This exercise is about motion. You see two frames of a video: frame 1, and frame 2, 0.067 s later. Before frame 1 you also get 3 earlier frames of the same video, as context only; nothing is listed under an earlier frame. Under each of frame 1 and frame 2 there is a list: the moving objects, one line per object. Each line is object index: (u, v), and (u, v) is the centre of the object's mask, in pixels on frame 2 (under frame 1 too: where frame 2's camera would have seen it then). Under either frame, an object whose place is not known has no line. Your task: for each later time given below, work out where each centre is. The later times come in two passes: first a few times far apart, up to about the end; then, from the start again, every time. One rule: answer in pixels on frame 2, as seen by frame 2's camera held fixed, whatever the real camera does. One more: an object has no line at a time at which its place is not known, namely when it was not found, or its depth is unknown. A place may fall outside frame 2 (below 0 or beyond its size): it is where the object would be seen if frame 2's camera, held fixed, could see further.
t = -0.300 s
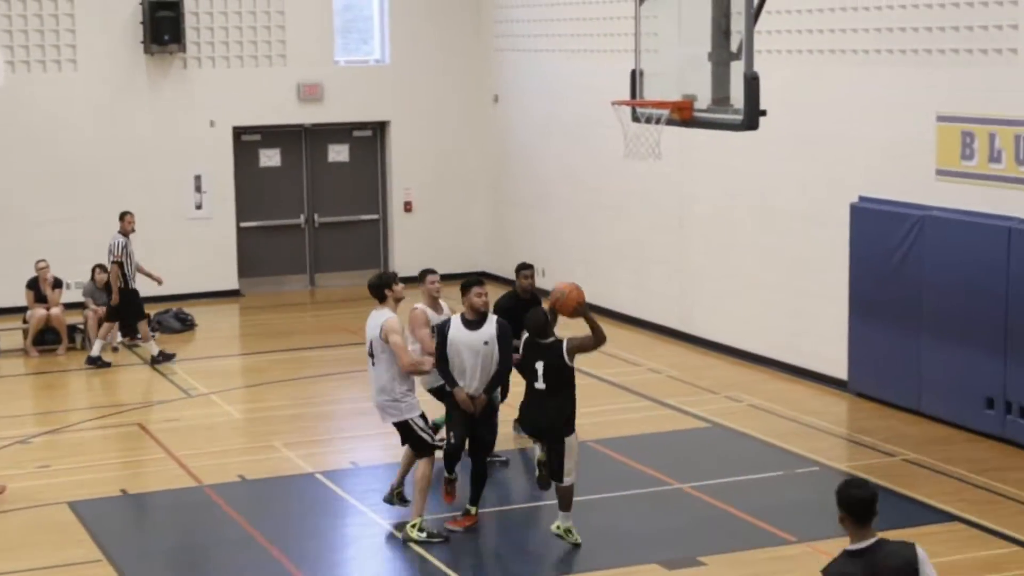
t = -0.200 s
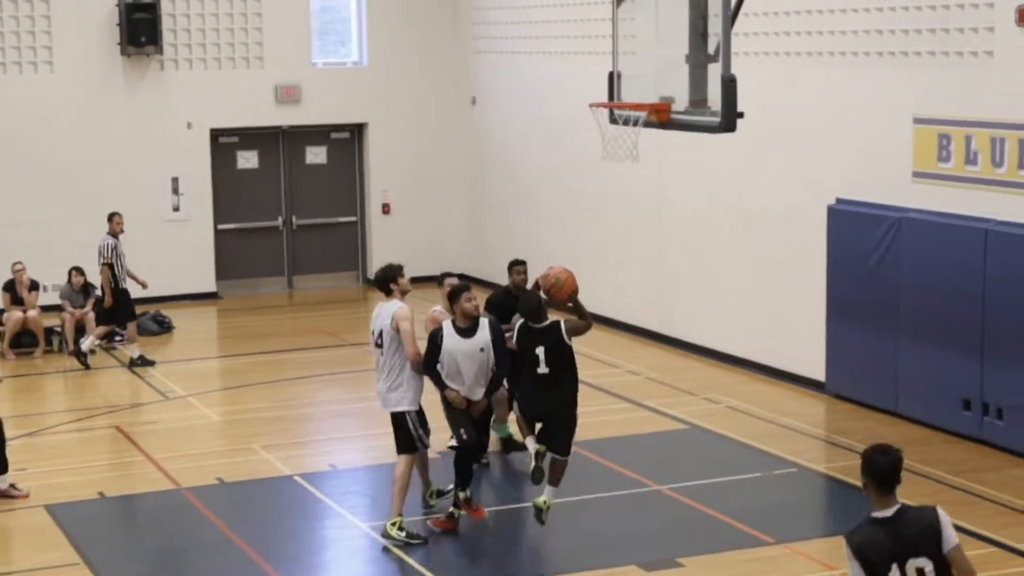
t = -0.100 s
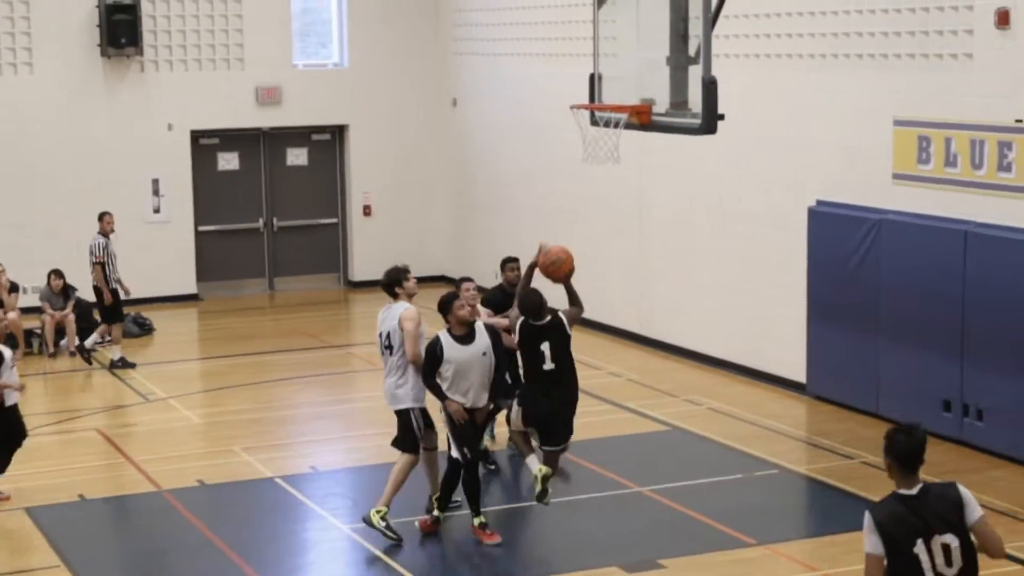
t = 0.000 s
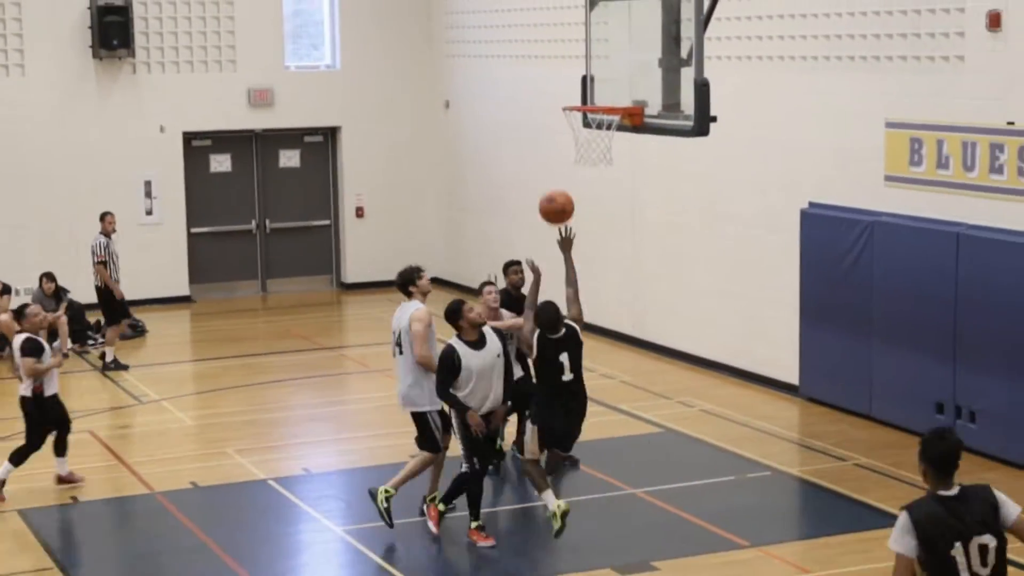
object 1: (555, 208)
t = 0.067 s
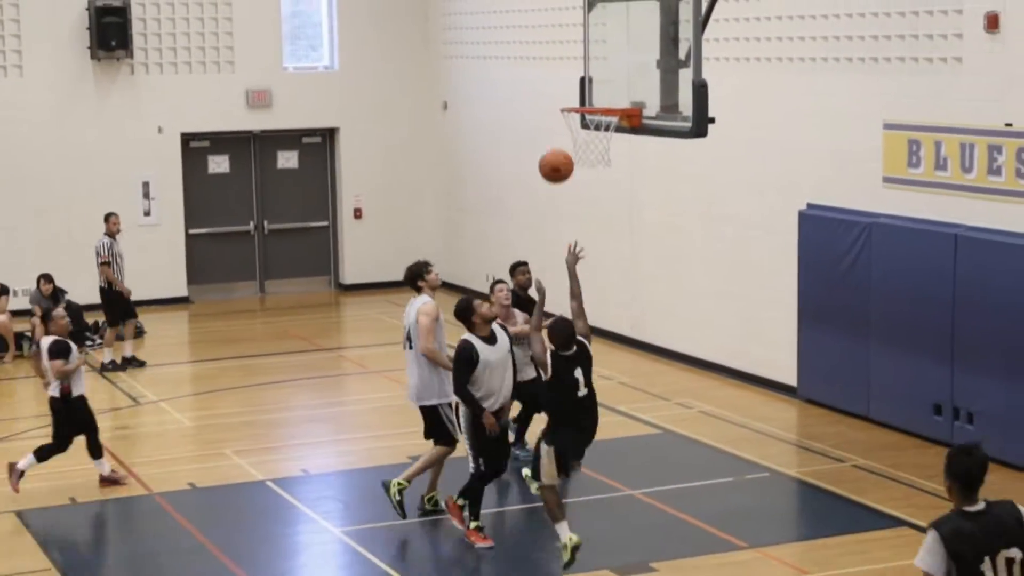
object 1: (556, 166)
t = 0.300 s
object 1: (561, 71)
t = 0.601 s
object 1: (568, 64)
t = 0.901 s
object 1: (565, 84)
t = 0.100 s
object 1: (557, 147)
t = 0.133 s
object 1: (557, 130)
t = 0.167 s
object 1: (558, 115)
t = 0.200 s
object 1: (559, 102)
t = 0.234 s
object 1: (559, 90)
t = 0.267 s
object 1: (560, 80)
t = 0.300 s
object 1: (561, 71)
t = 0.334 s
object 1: (562, 64)
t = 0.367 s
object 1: (562, 59)
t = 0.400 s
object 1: (563, 55)
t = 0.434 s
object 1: (564, 53)
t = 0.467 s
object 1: (565, 52)
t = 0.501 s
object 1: (566, 53)
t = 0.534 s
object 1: (566, 55)
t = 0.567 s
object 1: (567, 59)
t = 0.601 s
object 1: (568, 64)
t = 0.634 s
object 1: (569, 71)
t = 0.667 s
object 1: (570, 79)
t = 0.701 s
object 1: (571, 88)
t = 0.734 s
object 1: (572, 97)
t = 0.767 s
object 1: (571, 91)
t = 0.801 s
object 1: (569, 88)
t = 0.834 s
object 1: (568, 85)
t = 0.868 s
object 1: (567, 84)
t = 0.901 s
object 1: (565, 84)
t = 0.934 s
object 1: (564, 86)
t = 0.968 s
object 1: (562, 89)
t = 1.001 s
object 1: (561, 94)
